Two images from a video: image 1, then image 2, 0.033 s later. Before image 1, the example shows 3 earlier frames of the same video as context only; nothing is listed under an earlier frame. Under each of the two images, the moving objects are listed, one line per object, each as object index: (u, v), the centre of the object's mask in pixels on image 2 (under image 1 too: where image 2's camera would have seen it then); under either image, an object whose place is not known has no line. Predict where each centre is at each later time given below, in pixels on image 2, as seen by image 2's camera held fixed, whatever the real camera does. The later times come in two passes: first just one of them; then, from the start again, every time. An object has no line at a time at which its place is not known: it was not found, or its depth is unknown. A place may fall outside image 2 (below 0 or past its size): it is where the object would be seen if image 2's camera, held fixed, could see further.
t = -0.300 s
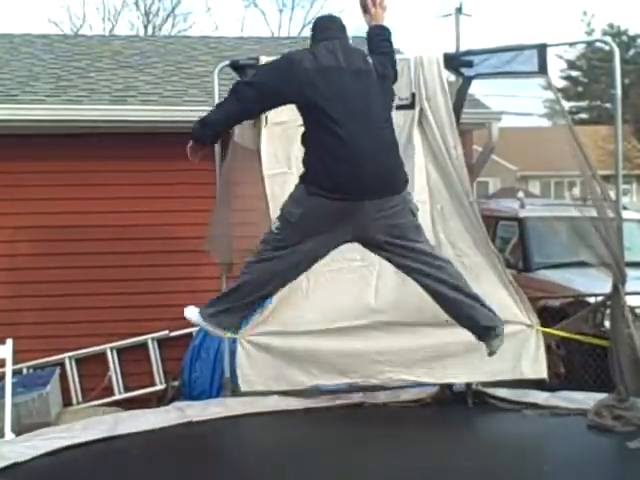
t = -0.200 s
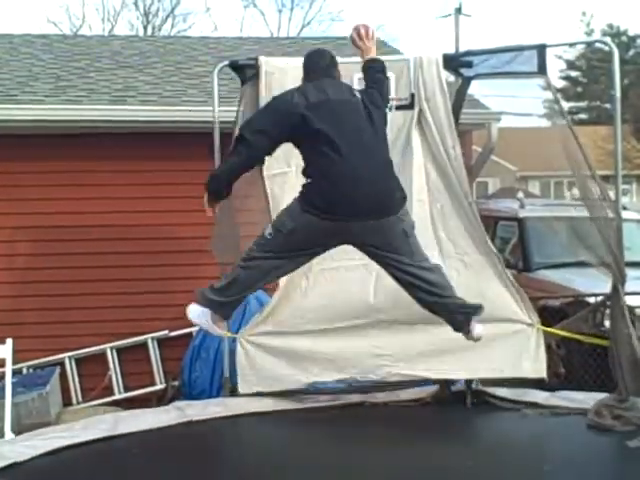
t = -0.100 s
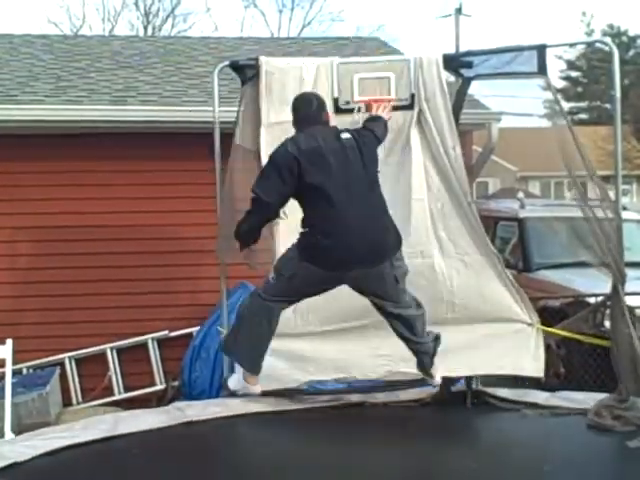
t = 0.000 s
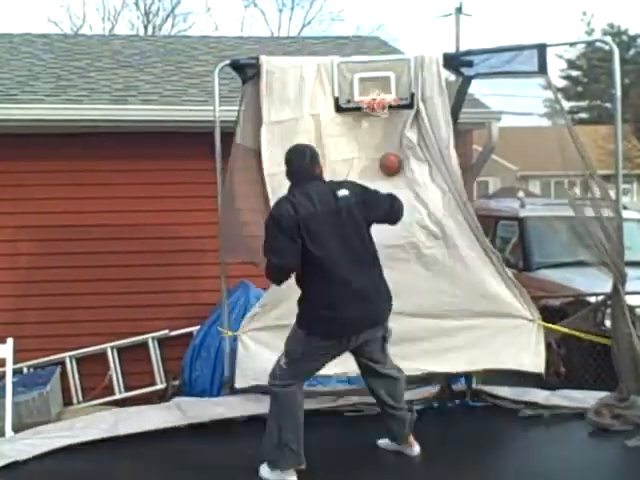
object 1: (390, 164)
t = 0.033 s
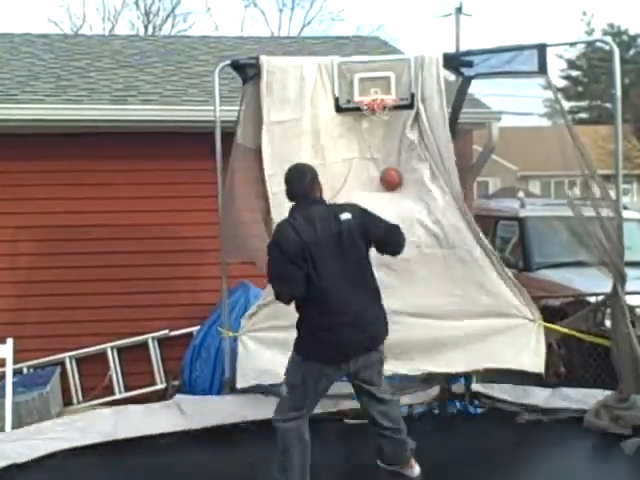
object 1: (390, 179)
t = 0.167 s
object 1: (386, 244)
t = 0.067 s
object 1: (390, 194)
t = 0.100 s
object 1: (389, 210)
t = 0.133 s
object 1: (387, 227)
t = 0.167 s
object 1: (386, 244)
